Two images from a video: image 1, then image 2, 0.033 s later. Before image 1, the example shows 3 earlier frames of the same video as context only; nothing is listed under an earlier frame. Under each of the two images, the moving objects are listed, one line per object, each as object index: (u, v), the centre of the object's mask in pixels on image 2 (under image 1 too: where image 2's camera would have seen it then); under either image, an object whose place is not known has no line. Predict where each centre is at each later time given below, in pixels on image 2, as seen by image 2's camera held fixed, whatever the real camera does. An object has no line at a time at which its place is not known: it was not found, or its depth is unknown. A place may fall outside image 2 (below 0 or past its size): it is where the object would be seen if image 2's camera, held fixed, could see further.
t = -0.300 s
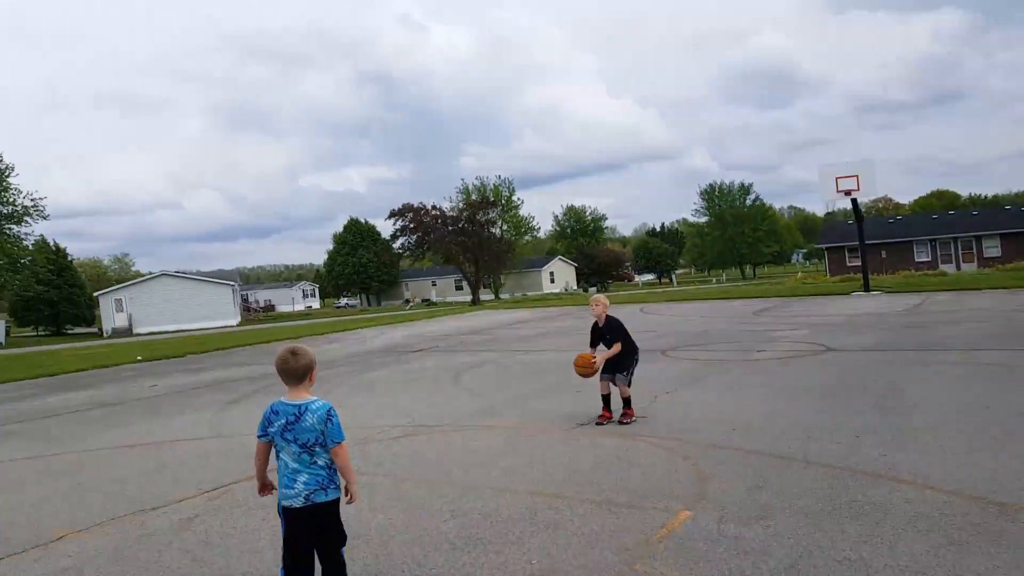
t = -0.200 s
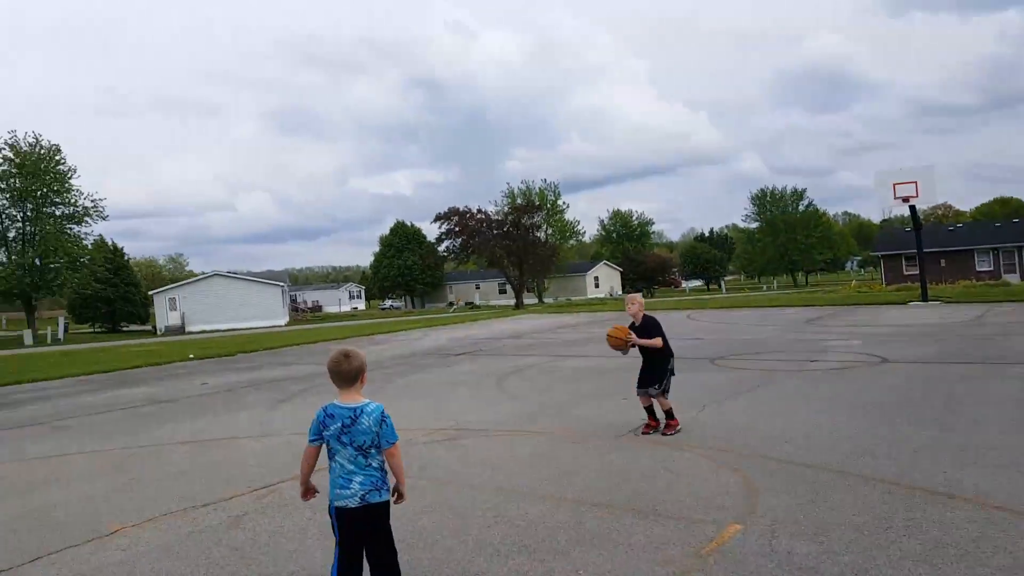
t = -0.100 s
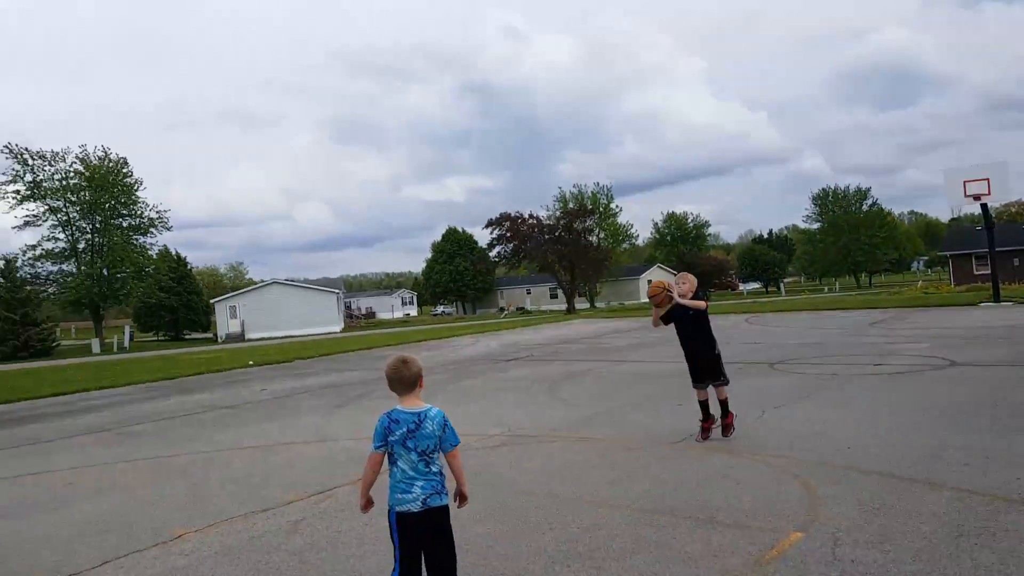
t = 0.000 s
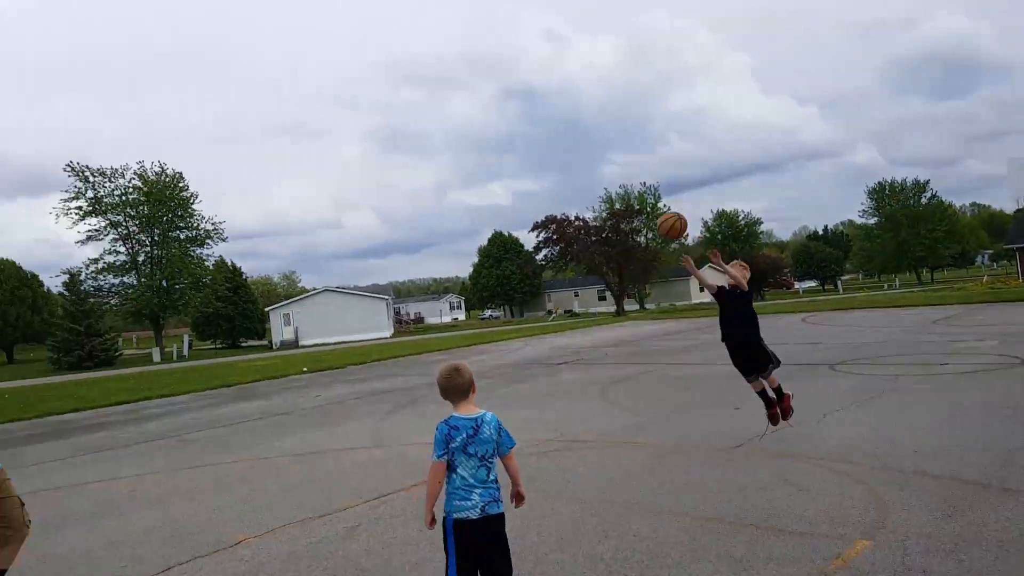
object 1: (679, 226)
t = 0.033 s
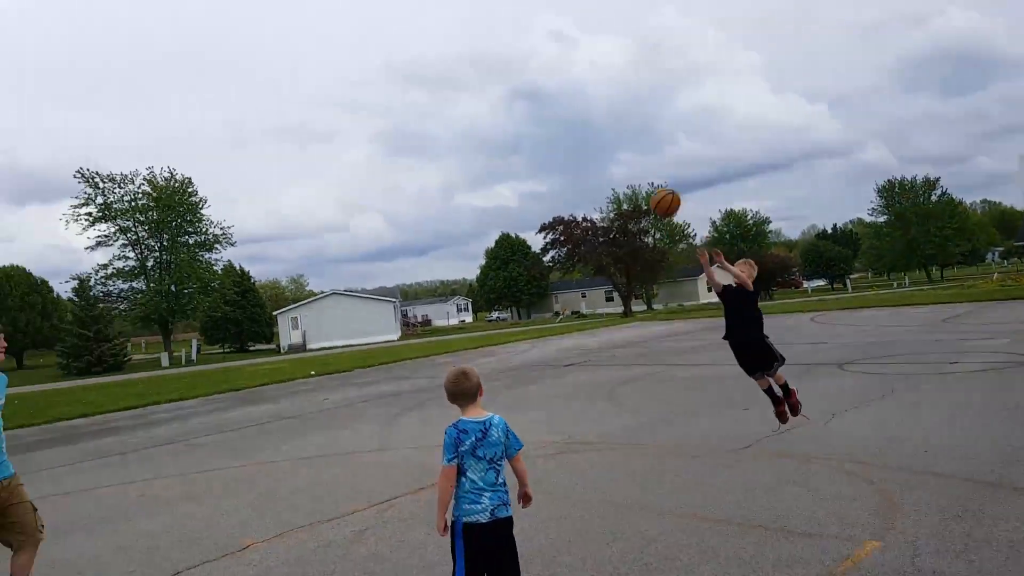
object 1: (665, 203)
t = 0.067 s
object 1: (650, 180)
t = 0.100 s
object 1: (631, 155)
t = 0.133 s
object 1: (611, 128)
